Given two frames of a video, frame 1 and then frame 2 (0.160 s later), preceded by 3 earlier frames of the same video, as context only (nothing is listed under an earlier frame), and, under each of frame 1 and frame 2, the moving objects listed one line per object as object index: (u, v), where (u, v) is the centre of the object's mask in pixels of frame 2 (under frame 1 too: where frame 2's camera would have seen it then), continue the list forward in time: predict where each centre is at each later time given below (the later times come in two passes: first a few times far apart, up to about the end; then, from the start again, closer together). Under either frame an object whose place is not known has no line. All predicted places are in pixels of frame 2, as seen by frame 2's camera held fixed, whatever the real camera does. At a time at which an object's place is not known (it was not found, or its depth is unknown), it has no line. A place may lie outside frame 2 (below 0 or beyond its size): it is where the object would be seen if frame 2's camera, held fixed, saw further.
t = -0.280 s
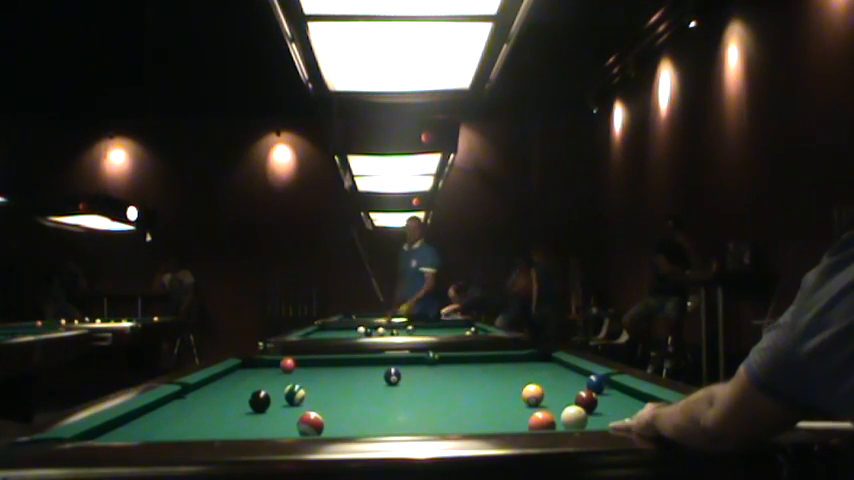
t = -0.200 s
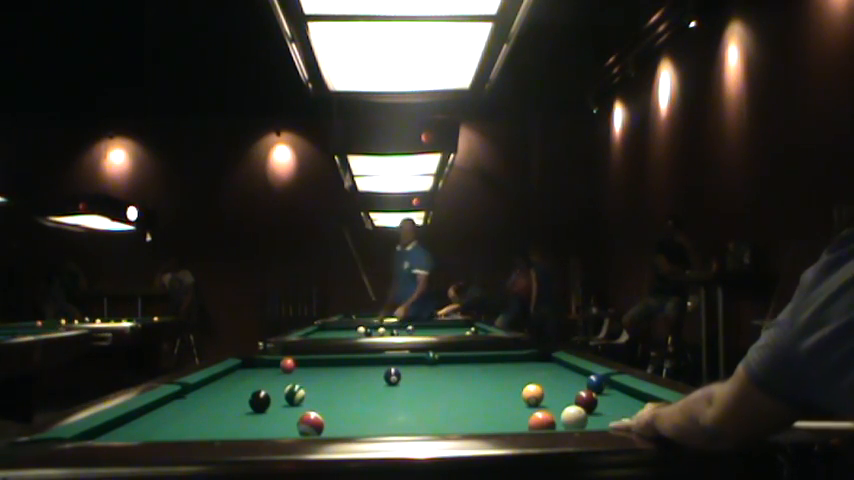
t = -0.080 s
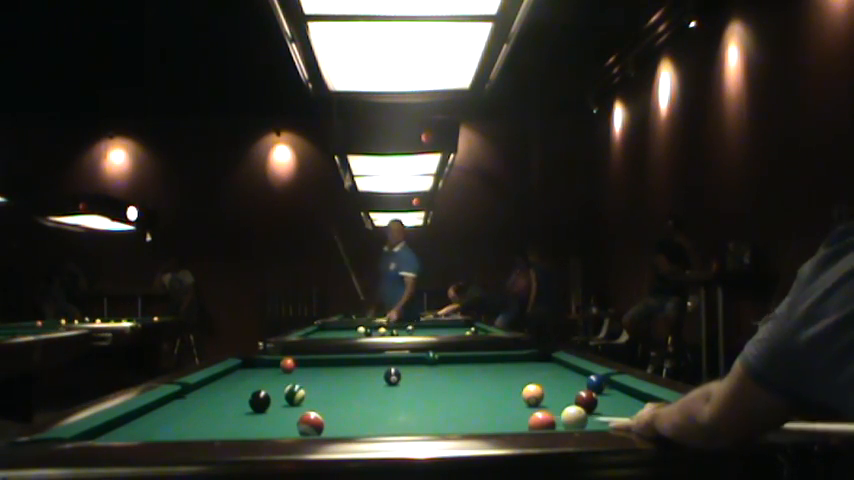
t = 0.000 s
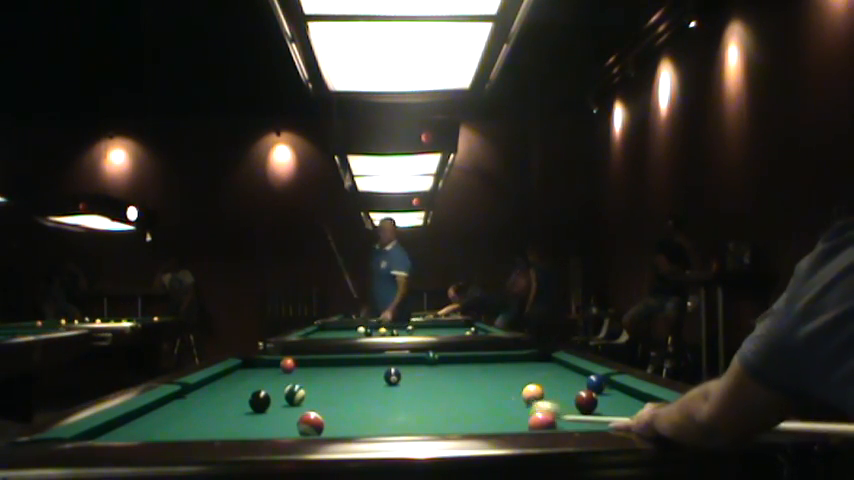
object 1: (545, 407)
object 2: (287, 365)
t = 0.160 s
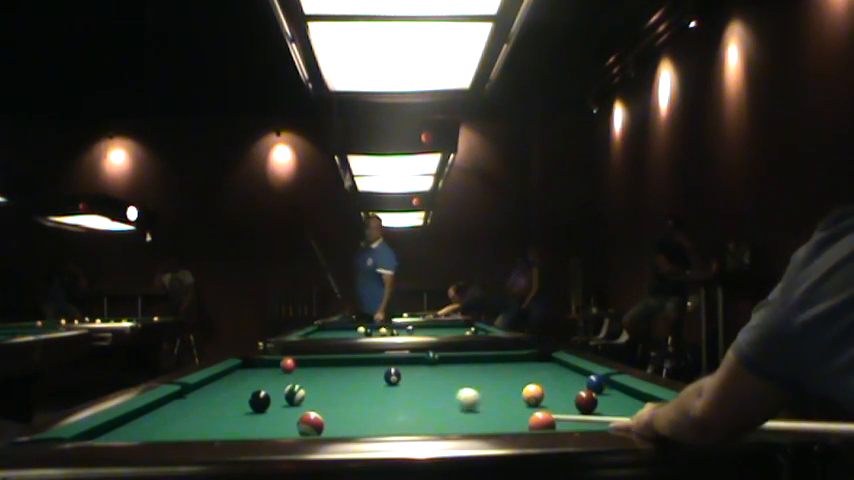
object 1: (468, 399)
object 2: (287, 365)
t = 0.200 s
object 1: (454, 396)
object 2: (287, 363)
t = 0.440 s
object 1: (385, 383)
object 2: (287, 363)
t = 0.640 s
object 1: (342, 375)
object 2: (287, 363)
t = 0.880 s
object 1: (301, 367)
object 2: (286, 363)
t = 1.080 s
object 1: (303, 364)
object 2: (260, 361)
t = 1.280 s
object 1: (308, 362)
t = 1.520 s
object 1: (313, 360)
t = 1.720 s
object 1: (315, 360)
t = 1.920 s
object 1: (315, 361)
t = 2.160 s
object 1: (316, 361)
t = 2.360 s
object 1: (317, 362)
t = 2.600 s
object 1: (318, 363)
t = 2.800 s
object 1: (319, 364)
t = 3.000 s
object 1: (320, 364)
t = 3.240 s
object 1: (321, 365)
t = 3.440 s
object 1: (322, 365)
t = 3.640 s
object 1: (323, 366)
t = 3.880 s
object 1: (324, 366)
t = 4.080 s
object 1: (325, 366)
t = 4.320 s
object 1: (325, 367)
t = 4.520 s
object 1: (325, 367)
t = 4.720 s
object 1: (325, 367)
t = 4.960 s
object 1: (325, 367)
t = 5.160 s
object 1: (325, 367)
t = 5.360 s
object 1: (325, 367)
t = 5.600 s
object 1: (325, 367)
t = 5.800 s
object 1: (325, 367)
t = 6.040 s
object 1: (325, 367)
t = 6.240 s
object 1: (325, 367)
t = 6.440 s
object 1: (325, 367)
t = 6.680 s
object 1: (325, 367)
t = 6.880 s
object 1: (325, 367)
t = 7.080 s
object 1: (325, 367)
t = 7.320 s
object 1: (325, 367)
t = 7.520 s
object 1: (325, 367)
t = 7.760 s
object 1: (325, 367)
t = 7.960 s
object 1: (325, 367)
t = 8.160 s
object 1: (325, 367)
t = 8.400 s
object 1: (325, 367)
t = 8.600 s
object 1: (325, 367)
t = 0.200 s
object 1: (454, 396)
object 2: (287, 363)
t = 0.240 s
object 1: (441, 394)
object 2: (287, 363)
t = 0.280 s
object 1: (428, 391)
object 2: (287, 363)
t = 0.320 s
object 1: (417, 389)
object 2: (287, 363)
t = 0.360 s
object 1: (406, 387)
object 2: (287, 363)
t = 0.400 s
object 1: (396, 385)
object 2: (287, 363)
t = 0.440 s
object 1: (385, 383)
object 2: (287, 363)
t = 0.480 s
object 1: (376, 382)
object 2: (287, 363)
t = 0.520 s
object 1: (366, 380)
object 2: (287, 363)
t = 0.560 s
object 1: (358, 378)
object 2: (287, 363)
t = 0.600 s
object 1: (350, 377)
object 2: (287, 363)
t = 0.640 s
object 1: (342, 375)
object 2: (287, 363)
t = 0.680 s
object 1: (335, 373)
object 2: (287, 363)
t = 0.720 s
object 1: (327, 372)
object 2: (287, 363)
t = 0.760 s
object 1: (320, 370)
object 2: (287, 363)
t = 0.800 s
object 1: (313, 369)
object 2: (287, 363)
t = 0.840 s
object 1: (307, 368)
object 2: (287, 363)
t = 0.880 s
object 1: (301, 367)
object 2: (286, 363)
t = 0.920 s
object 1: (295, 366)
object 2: (284, 363)
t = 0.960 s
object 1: (297, 365)
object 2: (280, 363)
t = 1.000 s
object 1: (300, 365)
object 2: (272, 362)
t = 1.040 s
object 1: (302, 365)
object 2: (266, 361)
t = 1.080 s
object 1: (303, 364)
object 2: (260, 361)
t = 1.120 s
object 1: (304, 364)
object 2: (255, 360)
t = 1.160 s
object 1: (305, 364)
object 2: (251, 360)
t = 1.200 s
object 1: (306, 363)
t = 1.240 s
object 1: (307, 362)
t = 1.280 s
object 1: (308, 362)
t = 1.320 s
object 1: (309, 362)
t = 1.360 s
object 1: (310, 361)
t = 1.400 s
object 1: (310, 361)
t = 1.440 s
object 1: (312, 361)
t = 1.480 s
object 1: (312, 360)
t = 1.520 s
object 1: (313, 360)
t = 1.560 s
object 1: (314, 360)
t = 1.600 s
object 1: (314, 360)
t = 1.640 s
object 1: (315, 360)
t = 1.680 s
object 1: (315, 360)
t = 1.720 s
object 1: (315, 360)
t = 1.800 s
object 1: (315, 360)
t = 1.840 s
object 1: (315, 360)
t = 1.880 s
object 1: (315, 360)
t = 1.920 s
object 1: (315, 361)
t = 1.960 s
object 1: (315, 361)
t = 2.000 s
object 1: (316, 361)
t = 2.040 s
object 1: (316, 361)
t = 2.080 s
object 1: (316, 361)
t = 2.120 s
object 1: (316, 361)
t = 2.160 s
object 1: (316, 361)
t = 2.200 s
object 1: (316, 361)
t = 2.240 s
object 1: (316, 362)
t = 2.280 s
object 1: (317, 362)
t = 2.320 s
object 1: (317, 362)
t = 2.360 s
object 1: (317, 362)
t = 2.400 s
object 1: (317, 362)
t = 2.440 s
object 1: (317, 363)
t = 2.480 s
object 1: (317, 363)
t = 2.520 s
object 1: (318, 363)
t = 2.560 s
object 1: (318, 363)
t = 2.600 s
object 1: (318, 363)
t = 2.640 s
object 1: (318, 363)
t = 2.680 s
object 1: (318, 363)
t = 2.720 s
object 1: (318, 363)
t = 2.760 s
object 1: (319, 363)
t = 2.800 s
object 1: (319, 364)
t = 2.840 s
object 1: (319, 364)
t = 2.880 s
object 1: (319, 364)
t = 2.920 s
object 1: (319, 364)
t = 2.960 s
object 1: (319, 364)
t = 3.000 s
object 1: (320, 364)
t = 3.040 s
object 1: (320, 364)
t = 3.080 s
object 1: (320, 365)
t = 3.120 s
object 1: (321, 365)
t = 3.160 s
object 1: (321, 365)
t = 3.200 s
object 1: (321, 365)
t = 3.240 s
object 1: (321, 365)
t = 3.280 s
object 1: (322, 365)
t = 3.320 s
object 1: (322, 365)
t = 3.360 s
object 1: (322, 365)
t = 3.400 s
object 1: (322, 365)
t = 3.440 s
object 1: (322, 365)
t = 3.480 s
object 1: (322, 366)
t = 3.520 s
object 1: (322, 366)
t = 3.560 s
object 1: (323, 366)
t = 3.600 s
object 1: (323, 366)
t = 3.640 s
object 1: (323, 366)
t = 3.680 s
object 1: (323, 366)
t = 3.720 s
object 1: (323, 366)
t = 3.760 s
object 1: (323, 366)
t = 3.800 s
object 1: (324, 366)
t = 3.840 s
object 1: (324, 366)
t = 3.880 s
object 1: (324, 366)
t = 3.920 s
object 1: (324, 366)
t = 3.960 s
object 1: (324, 366)
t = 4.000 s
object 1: (325, 366)
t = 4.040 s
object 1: (325, 366)
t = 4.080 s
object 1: (325, 366)
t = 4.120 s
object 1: (325, 366)
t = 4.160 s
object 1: (325, 367)
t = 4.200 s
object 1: (325, 367)
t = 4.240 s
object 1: (325, 367)
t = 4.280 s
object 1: (325, 367)
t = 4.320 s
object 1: (325, 367)
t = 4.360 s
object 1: (325, 367)
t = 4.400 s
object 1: (325, 367)
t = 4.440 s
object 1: (325, 367)
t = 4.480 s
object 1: (325, 367)
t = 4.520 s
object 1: (325, 367)
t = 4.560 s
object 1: (325, 367)
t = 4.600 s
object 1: (325, 367)
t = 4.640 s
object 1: (325, 367)
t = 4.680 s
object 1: (325, 367)
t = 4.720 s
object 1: (325, 367)
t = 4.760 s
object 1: (325, 367)
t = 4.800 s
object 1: (325, 367)
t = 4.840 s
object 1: (325, 367)
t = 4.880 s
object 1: (325, 367)
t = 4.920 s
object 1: (325, 367)
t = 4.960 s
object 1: (325, 367)
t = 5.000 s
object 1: (325, 367)
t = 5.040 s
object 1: (325, 367)
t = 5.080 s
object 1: (325, 367)
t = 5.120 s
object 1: (325, 367)
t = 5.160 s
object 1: (325, 367)
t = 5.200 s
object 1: (325, 367)
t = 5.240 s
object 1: (325, 367)
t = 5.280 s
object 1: (325, 367)
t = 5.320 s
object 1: (325, 367)
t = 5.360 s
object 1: (325, 367)
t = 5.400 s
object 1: (325, 367)
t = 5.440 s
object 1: (325, 367)
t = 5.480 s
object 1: (325, 367)
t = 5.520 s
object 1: (325, 367)
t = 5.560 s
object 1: (325, 367)
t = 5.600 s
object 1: (325, 367)
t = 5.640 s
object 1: (325, 367)
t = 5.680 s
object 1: (325, 367)
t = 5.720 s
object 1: (325, 367)
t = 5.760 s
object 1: (325, 367)
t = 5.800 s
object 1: (325, 367)
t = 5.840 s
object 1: (325, 367)
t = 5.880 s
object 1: (325, 367)
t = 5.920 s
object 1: (325, 367)
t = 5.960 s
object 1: (325, 367)
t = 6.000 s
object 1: (325, 367)
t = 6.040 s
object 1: (325, 367)
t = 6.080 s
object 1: (325, 367)
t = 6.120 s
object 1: (325, 367)
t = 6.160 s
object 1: (325, 367)
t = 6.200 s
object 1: (325, 367)
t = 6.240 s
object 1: (325, 367)
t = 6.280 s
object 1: (325, 367)
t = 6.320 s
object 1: (325, 367)
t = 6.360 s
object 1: (325, 367)
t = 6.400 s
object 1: (325, 367)
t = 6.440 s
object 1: (325, 367)
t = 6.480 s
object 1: (325, 367)
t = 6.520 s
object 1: (325, 367)
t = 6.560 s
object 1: (325, 367)
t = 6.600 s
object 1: (325, 367)
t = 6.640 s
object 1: (325, 367)
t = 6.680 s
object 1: (325, 367)
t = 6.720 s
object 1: (325, 367)
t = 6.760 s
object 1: (325, 367)
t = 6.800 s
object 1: (325, 367)
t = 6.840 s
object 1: (325, 367)
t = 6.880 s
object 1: (325, 367)
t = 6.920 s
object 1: (325, 367)
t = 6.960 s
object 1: (325, 367)
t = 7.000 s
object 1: (325, 367)
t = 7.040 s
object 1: (325, 367)
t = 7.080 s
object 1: (325, 367)
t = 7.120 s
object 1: (325, 367)
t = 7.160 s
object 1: (325, 367)
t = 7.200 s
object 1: (325, 367)
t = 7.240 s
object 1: (325, 367)
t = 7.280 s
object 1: (325, 367)
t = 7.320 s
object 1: (325, 367)
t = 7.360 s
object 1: (325, 367)
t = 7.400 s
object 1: (325, 367)
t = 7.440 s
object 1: (325, 367)
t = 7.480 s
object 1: (325, 367)
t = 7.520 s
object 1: (325, 367)
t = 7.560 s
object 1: (325, 367)
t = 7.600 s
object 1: (325, 367)
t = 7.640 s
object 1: (325, 367)
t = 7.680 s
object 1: (325, 367)
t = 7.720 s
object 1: (325, 367)
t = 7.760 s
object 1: (325, 367)
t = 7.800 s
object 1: (325, 367)
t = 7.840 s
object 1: (325, 367)
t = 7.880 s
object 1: (325, 367)
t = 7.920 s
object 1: (325, 367)
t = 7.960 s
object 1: (325, 367)
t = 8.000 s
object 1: (325, 367)
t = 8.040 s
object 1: (325, 367)
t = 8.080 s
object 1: (325, 367)
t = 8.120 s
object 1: (325, 367)
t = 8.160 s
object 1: (325, 367)
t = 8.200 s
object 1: (325, 367)
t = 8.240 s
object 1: (325, 367)
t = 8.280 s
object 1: (325, 367)
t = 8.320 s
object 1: (325, 367)
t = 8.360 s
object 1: (325, 367)
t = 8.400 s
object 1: (325, 367)
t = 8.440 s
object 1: (325, 367)
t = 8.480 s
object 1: (325, 367)
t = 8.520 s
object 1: (325, 367)
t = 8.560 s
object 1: (325, 367)
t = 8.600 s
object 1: (325, 367)
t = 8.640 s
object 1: (325, 367)
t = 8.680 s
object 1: (325, 367)
